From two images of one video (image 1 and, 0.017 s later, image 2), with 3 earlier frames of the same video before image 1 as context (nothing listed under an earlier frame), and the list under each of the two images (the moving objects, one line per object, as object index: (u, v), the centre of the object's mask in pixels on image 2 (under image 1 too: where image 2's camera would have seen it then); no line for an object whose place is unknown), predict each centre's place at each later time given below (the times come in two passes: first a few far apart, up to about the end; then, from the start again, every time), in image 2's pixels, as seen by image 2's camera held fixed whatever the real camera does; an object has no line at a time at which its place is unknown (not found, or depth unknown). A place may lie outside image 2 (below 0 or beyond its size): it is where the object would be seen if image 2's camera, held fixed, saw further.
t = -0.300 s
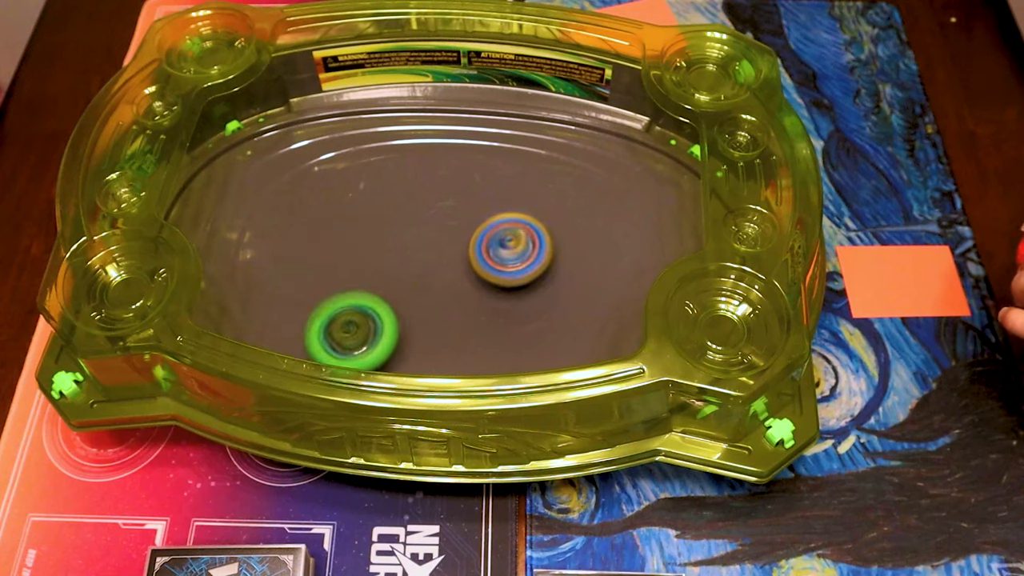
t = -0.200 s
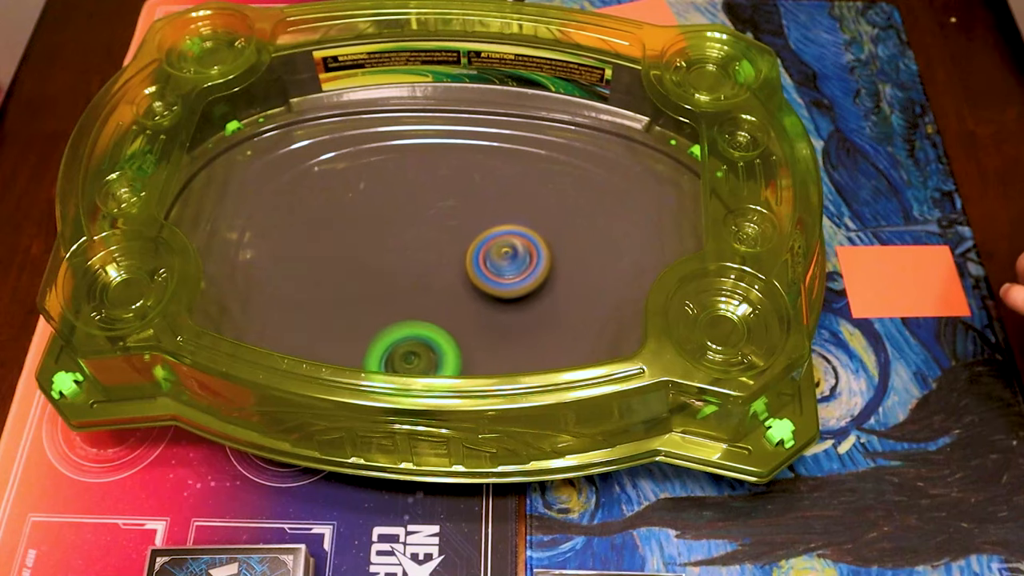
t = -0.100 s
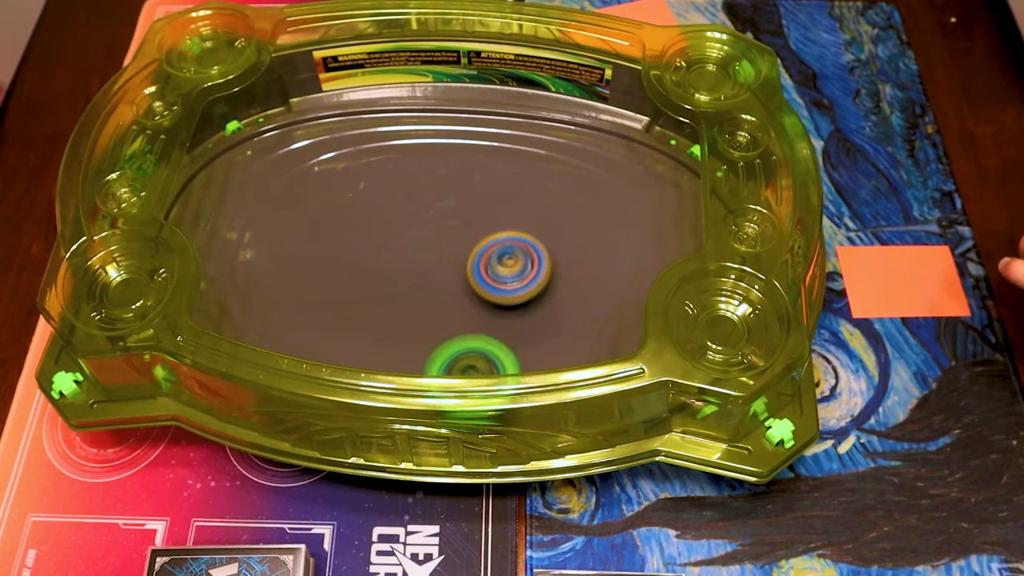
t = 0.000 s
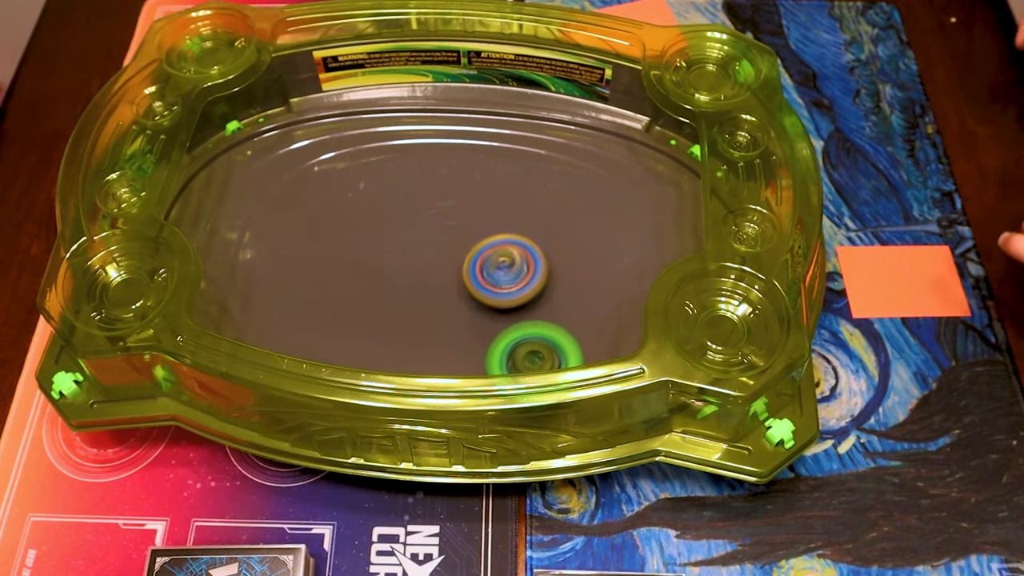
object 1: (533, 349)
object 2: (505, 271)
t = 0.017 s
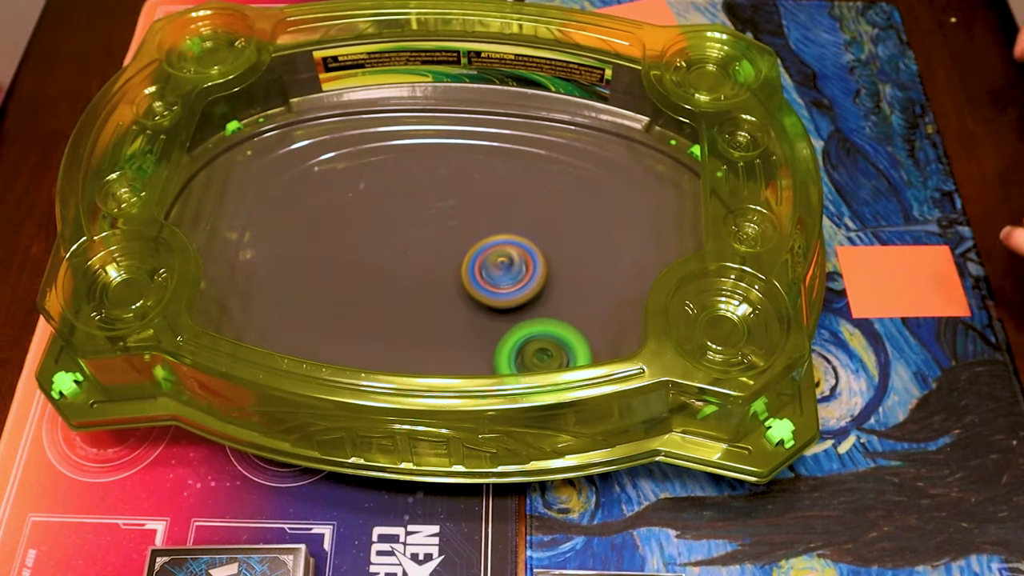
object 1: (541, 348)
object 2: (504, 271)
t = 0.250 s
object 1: (613, 274)
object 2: (485, 278)
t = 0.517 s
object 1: (502, 169)
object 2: (462, 279)
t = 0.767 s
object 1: (335, 185)
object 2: (432, 270)
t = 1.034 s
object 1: (285, 302)
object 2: (407, 264)
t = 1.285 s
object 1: (450, 331)
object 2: (402, 256)
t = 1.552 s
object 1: (552, 221)
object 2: (392, 237)
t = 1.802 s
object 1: (463, 141)
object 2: (394, 237)
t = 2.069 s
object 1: (328, 176)
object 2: (434, 230)
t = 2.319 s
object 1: (350, 294)
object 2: (456, 217)
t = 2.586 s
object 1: (512, 321)
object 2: (464, 226)
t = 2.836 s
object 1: (613, 244)
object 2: (493, 240)
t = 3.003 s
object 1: (589, 182)
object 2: (508, 240)
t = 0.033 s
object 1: (549, 346)
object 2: (502, 271)
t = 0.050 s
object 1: (557, 344)
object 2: (501, 272)
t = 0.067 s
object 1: (565, 341)
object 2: (499, 272)
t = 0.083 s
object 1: (572, 339)
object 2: (498, 273)
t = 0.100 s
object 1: (579, 335)
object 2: (496, 274)
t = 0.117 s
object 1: (585, 332)
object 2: (495, 274)
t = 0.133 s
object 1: (591, 328)
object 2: (493, 275)
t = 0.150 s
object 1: (596, 324)
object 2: (492, 276)
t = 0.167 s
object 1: (600, 318)
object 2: (491, 277)
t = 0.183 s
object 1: (604, 311)
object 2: (490, 277)
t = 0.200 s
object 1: (607, 302)
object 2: (489, 278)
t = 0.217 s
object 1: (609, 293)
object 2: (488, 278)
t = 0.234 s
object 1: (611, 283)
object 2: (487, 278)
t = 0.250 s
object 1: (613, 274)
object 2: (485, 278)
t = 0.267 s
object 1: (613, 265)
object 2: (483, 279)
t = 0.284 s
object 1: (611, 255)
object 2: (481, 279)
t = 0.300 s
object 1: (608, 246)
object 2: (480, 280)
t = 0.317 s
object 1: (604, 237)
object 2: (479, 280)
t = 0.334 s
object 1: (599, 228)
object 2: (478, 280)
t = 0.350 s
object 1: (593, 220)
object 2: (477, 280)
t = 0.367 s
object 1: (587, 212)
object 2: (475, 280)
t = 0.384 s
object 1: (580, 205)
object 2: (474, 280)
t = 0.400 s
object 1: (572, 198)
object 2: (472, 280)
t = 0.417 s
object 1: (563, 192)
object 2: (471, 281)
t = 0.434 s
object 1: (554, 186)
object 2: (469, 281)
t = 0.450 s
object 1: (545, 182)
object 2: (468, 281)
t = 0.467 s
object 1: (534, 177)
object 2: (467, 280)
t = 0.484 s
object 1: (524, 174)
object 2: (466, 280)
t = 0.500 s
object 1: (513, 171)
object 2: (464, 279)
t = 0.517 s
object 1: (502, 169)
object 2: (462, 279)
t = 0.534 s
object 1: (491, 167)
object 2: (460, 278)
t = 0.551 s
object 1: (479, 166)
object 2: (458, 278)
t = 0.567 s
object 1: (467, 165)
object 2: (456, 278)
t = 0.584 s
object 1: (456, 165)
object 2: (454, 278)
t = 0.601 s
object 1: (444, 165)
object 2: (452, 278)
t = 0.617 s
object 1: (432, 165)
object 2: (450, 277)
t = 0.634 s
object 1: (421, 166)
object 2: (449, 276)
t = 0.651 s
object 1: (409, 167)
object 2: (446, 275)
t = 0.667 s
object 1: (397, 168)
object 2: (444, 274)
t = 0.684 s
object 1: (386, 169)
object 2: (441, 274)
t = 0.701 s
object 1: (376, 172)
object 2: (439, 273)
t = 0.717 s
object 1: (365, 174)
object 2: (437, 273)
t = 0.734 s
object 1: (355, 177)
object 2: (436, 272)
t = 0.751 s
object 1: (345, 181)
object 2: (434, 271)
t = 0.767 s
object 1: (335, 185)
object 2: (432, 270)
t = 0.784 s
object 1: (327, 190)
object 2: (430, 269)
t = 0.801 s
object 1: (318, 195)
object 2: (428, 268)
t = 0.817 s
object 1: (310, 201)
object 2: (426, 268)
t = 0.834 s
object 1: (303, 207)
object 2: (424, 268)
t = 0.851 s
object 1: (296, 214)
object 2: (423, 267)
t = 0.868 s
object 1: (290, 221)
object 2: (421, 267)
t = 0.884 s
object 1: (285, 229)
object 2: (420, 266)
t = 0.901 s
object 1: (281, 237)
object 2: (418, 266)
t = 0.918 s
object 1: (278, 245)
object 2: (417, 265)
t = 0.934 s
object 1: (276, 253)
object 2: (415, 265)
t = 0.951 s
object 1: (275, 261)
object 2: (413, 266)
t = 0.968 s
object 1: (274, 270)
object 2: (412, 266)
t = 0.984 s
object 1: (275, 278)
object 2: (411, 266)
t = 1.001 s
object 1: (277, 287)
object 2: (410, 265)
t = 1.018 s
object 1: (280, 295)
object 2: (409, 265)
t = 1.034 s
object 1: (285, 302)
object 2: (407, 264)
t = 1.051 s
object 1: (291, 310)
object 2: (406, 264)
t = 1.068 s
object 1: (299, 316)
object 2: (404, 264)
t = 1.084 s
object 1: (308, 321)
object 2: (404, 264)
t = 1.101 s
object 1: (318, 325)
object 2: (403, 264)
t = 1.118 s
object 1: (328, 328)
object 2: (402, 263)
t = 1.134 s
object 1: (340, 332)
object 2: (401, 262)
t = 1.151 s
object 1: (351, 334)
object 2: (401, 262)
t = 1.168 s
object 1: (364, 335)
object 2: (400, 261)
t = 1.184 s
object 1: (376, 337)
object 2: (401, 261)
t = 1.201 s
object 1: (389, 337)
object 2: (400, 260)
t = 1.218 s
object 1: (401, 337)
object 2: (400, 259)
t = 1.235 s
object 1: (413, 337)
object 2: (400, 258)
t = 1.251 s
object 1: (426, 335)
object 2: (400, 258)
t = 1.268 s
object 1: (439, 333)
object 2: (401, 257)
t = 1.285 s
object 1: (450, 331)
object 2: (402, 256)
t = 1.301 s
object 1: (462, 327)
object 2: (403, 254)
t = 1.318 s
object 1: (474, 323)
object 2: (404, 253)
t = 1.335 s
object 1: (485, 319)
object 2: (403, 252)
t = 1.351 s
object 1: (495, 313)
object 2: (403, 251)
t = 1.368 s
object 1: (505, 307)
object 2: (403, 250)
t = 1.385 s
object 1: (514, 301)
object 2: (403, 248)
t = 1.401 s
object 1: (522, 293)
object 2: (403, 246)
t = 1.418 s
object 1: (529, 286)
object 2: (401, 245)
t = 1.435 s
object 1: (535, 278)
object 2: (400, 243)
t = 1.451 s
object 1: (540, 270)
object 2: (399, 242)
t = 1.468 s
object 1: (544, 262)
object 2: (398, 241)
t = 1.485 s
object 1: (547, 254)
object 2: (396, 240)
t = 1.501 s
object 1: (549, 246)
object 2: (395, 239)
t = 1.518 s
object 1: (551, 237)
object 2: (394, 238)
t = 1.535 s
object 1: (551, 229)
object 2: (392, 237)
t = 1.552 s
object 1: (552, 221)
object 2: (392, 237)
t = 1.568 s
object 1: (551, 213)
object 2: (391, 236)
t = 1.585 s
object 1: (549, 205)
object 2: (390, 235)
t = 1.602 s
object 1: (546, 197)
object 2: (389, 235)
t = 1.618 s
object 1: (542, 190)
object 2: (389, 235)
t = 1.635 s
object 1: (538, 183)
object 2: (388, 235)
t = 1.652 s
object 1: (533, 177)
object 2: (388, 235)
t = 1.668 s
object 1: (527, 172)
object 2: (388, 235)
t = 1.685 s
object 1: (521, 166)
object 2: (388, 235)
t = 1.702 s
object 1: (514, 162)
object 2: (388, 235)
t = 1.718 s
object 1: (507, 157)
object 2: (389, 236)
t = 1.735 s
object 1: (498, 153)
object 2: (390, 236)
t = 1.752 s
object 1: (490, 149)
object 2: (390, 236)
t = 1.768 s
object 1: (481, 146)
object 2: (391, 236)
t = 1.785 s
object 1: (472, 143)
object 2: (392, 236)
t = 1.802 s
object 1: (463, 141)
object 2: (394, 237)
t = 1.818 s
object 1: (454, 139)
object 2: (396, 237)
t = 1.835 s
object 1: (444, 139)
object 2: (397, 237)
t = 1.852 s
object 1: (435, 138)
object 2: (400, 237)
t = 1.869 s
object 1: (426, 138)
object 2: (402, 237)
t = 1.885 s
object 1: (417, 138)
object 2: (405, 238)
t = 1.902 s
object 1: (407, 139)
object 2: (408, 237)
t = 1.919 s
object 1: (398, 139)
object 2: (410, 237)
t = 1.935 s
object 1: (388, 141)
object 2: (413, 236)
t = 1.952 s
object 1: (379, 144)
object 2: (415, 236)
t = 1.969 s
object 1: (371, 147)
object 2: (419, 235)
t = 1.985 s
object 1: (362, 150)
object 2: (421, 234)
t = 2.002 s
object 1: (354, 155)
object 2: (424, 234)
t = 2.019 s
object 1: (347, 159)
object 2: (426, 233)
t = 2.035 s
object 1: (339, 164)
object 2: (429, 233)
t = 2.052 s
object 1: (333, 171)
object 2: (432, 231)
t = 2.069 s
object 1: (328, 176)
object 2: (434, 230)
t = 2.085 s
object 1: (322, 183)
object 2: (436, 229)
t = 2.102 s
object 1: (319, 191)
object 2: (438, 229)
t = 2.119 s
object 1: (316, 199)
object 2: (441, 228)
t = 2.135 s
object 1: (314, 207)
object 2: (442, 226)
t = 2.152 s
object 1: (314, 216)
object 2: (444, 225)
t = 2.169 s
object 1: (314, 224)
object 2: (446, 225)
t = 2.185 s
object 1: (314, 233)
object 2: (448, 224)
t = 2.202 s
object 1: (315, 241)
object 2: (449, 222)
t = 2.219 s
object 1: (317, 250)
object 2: (450, 221)
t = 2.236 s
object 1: (320, 258)
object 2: (451, 220)
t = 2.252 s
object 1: (325, 266)
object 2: (453, 220)
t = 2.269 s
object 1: (330, 274)
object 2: (454, 219)
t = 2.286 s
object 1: (336, 281)
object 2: (454, 218)
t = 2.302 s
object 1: (343, 288)
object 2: (455, 217)
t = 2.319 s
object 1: (350, 294)
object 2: (456, 217)
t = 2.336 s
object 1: (358, 300)
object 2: (457, 216)
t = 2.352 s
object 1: (365, 305)
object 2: (457, 216)
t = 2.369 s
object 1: (375, 309)
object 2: (456, 215)
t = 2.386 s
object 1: (384, 313)
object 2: (457, 216)
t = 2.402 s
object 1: (394, 316)
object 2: (457, 216)
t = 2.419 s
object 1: (405, 319)
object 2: (457, 216)
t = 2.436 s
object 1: (415, 321)
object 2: (457, 216)
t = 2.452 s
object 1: (426, 322)
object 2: (458, 217)
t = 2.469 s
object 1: (436, 324)
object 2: (458, 218)
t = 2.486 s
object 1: (447, 325)
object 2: (458, 218)
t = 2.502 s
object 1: (458, 326)
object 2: (459, 219)
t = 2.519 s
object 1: (470, 325)
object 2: (460, 221)
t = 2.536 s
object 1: (481, 325)
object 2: (461, 222)
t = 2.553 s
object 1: (492, 324)
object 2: (461, 223)
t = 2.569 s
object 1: (502, 322)
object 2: (462, 224)
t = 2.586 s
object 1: (512, 321)
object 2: (464, 226)
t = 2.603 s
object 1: (523, 319)
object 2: (466, 227)
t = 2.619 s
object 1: (533, 317)
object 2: (467, 228)
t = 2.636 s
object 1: (543, 313)
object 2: (468, 229)
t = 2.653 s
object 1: (553, 310)
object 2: (470, 231)
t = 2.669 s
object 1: (561, 305)
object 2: (472, 232)
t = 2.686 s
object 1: (569, 301)
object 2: (474, 233)
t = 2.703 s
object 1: (577, 296)
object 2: (475, 234)
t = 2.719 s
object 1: (585, 291)
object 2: (478, 236)
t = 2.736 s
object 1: (591, 285)
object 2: (480, 236)
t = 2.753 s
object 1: (597, 278)
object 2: (482, 237)
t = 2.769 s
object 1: (601, 271)
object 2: (484, 238)
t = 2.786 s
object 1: (605, 265)
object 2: (487, 239)
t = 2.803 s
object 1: (608, 258)
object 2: (489, 239)
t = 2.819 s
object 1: (611, 251)
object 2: (491, 239)
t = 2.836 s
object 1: (613, 244)
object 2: (493, 240)
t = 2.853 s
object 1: (614, 237)
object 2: (496, 240)
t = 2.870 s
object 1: (613, 230)
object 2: (497, 240)
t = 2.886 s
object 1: (613, 223)
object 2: (499, 240)
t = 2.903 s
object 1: (612, 217)
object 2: (501, 241)
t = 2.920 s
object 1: (611, 210)
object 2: (503, 241)
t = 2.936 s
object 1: (608, 204)
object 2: (504, 240)
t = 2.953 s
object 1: (603, 198)
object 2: (505, 241)
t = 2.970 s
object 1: (599, 192)
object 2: (507, 241)
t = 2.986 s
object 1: (594, 187)
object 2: (508, 240)
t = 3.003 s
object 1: (589, 182)
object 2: (508, 240)
